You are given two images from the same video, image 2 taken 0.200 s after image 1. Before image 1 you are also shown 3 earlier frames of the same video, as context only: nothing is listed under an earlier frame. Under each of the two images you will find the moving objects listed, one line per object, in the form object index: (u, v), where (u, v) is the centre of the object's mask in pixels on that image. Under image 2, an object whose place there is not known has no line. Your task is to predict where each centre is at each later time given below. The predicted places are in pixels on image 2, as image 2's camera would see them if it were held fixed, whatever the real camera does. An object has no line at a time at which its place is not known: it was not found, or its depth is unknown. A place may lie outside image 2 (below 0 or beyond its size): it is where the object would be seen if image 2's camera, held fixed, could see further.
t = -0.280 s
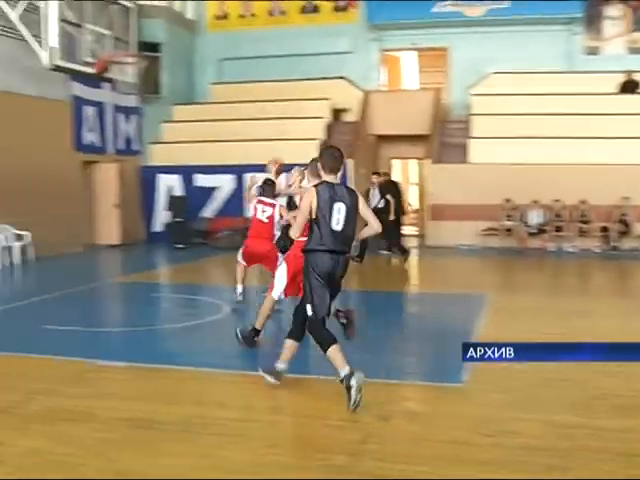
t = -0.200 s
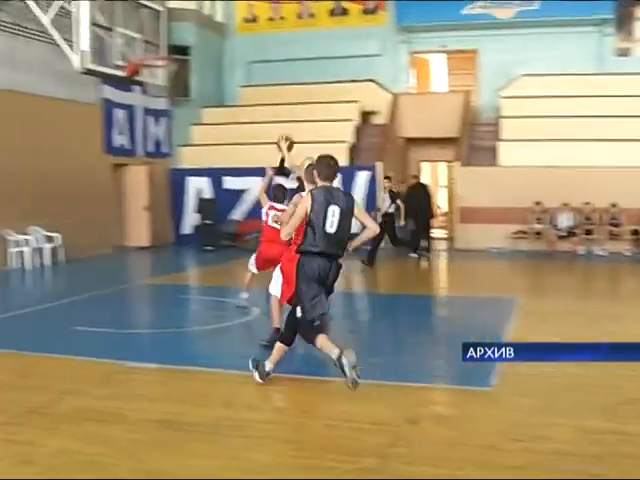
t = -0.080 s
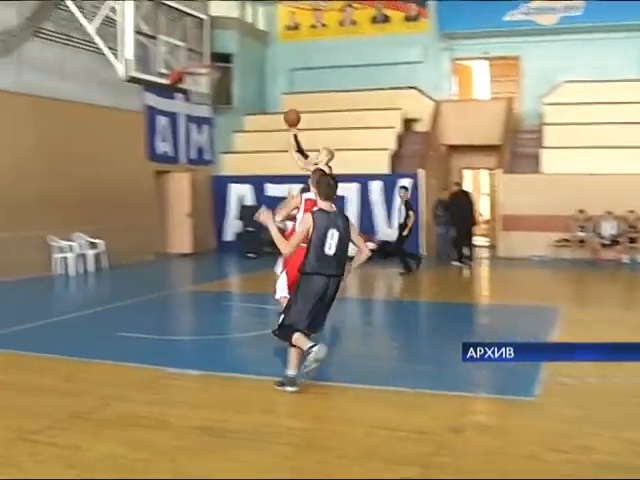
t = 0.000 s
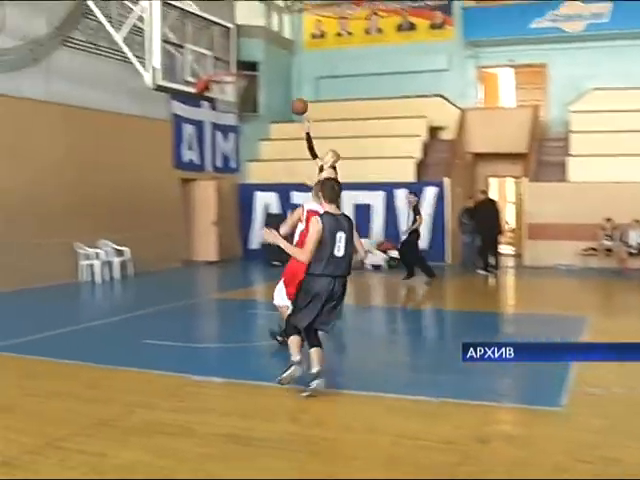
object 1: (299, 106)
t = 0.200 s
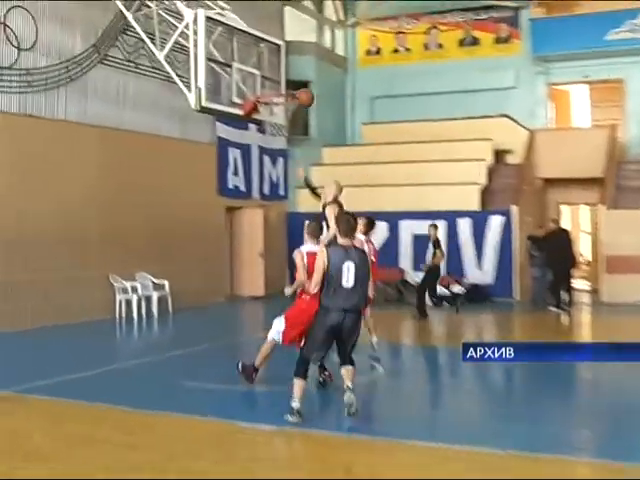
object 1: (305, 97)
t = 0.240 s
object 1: (296, 93)
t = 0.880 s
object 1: (283, 160)
